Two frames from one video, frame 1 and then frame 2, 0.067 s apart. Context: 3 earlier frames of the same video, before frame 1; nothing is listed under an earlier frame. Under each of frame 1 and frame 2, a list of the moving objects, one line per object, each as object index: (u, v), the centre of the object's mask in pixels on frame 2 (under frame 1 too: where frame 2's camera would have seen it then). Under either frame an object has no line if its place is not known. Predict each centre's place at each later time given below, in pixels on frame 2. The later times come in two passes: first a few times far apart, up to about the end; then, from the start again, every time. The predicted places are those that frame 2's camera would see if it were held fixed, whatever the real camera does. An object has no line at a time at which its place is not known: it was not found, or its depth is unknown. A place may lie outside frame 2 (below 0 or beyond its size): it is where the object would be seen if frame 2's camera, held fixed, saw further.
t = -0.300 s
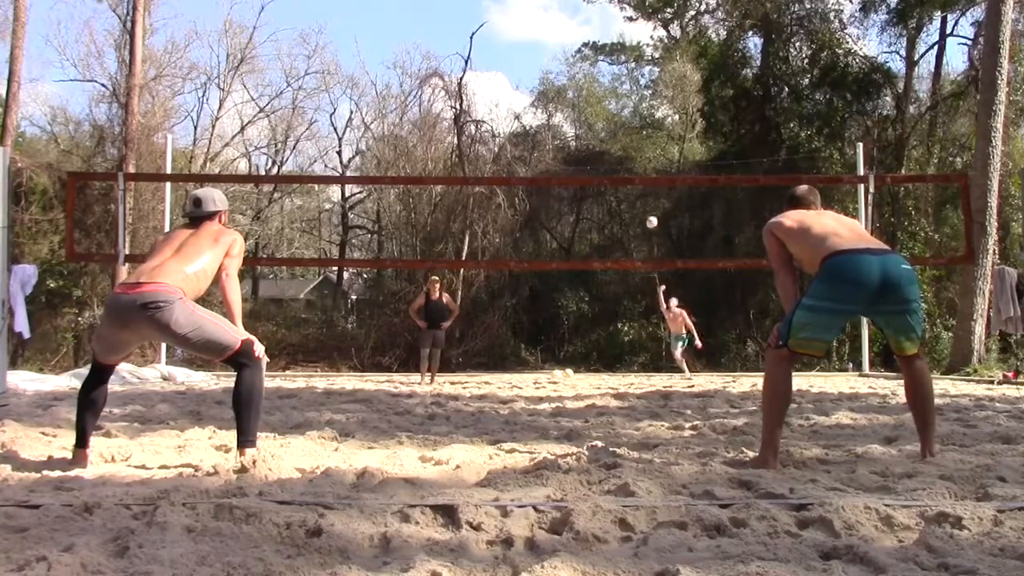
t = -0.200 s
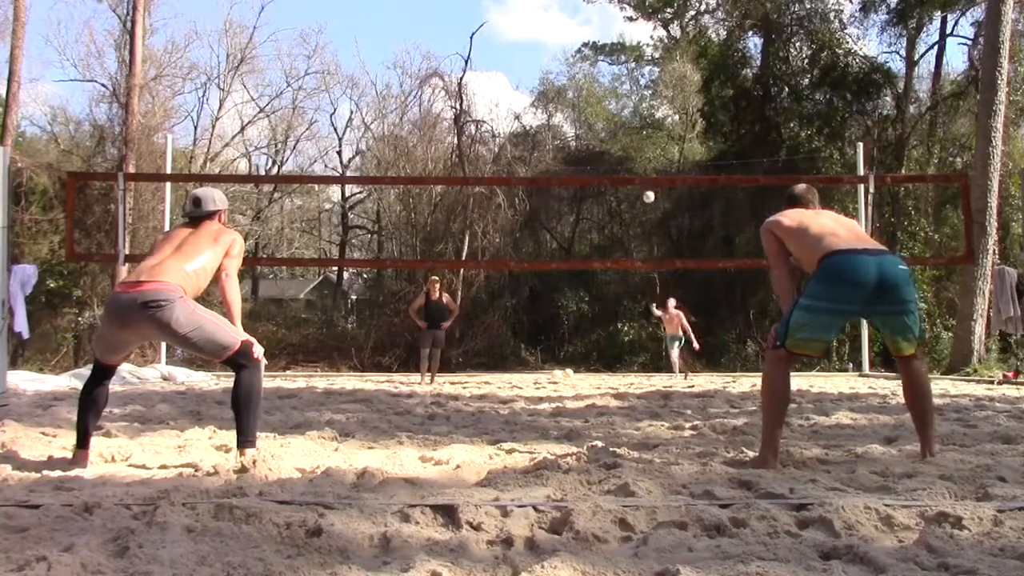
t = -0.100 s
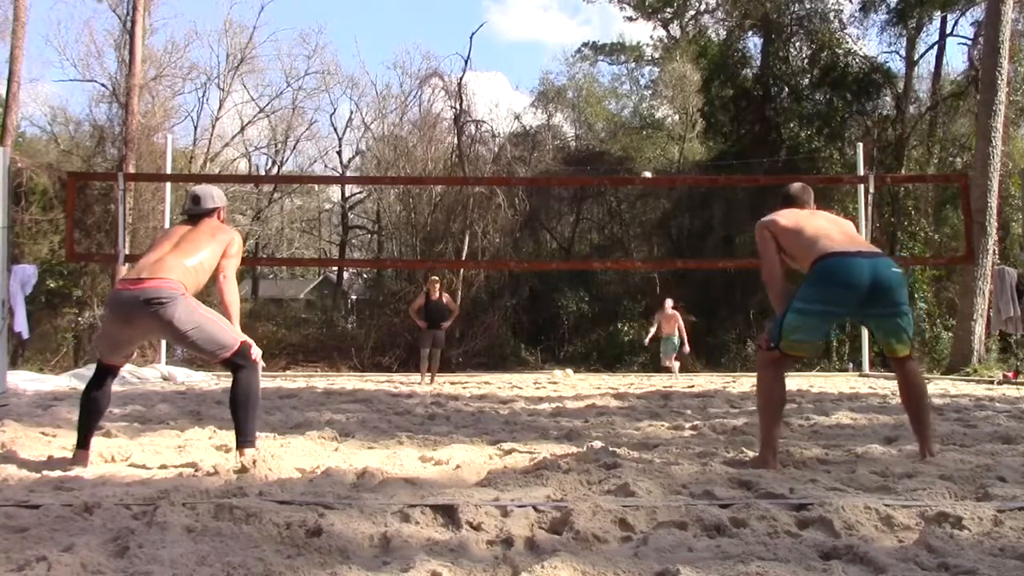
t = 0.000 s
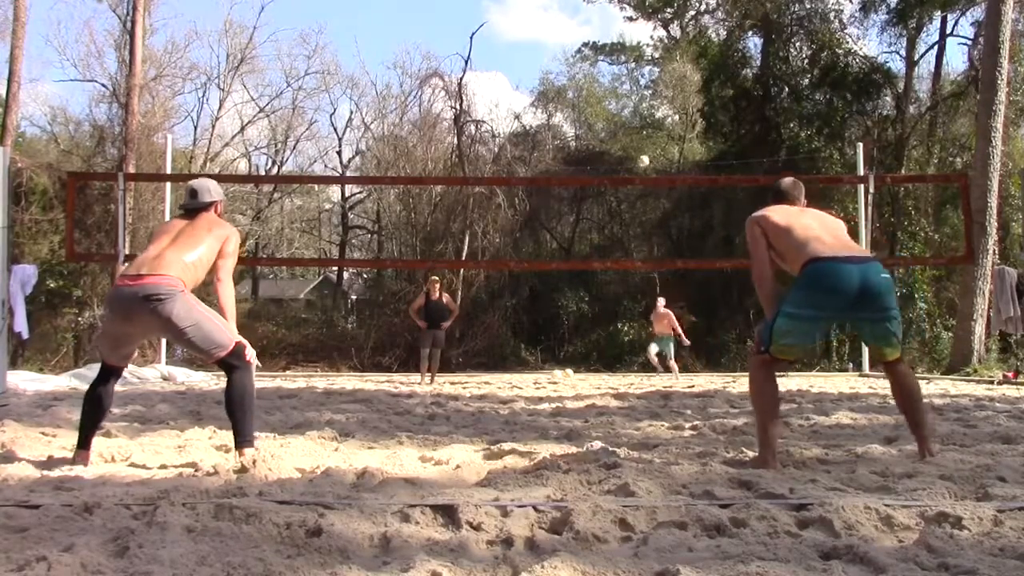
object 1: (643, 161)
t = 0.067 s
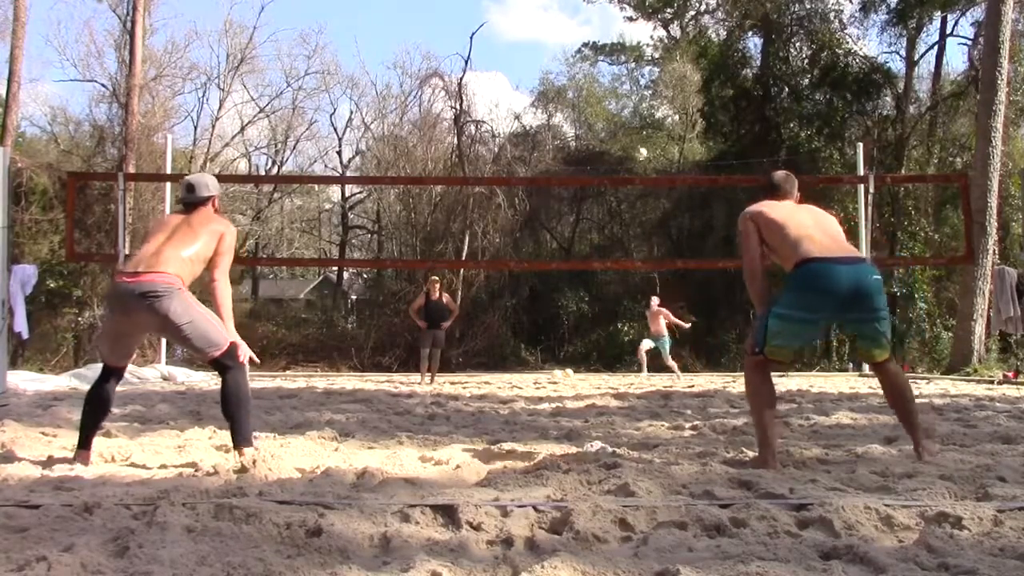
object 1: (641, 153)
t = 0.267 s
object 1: (636, 144)
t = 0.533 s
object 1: (629, 163)
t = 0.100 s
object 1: (640, 151)
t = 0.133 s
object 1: (639, 148)
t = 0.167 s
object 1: (639, 147)
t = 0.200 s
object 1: (638, 145)
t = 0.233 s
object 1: (637, 144)
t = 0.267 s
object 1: (636, 144)
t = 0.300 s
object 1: (635, 144)
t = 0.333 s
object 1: (634, 145)
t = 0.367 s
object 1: (633, 147)
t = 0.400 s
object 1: (633, 148)
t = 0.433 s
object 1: (632, 151)
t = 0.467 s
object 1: (631, 155)
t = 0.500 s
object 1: (630, 159)
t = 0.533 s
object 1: (629, 163)
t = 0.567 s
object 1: (628, 168)
